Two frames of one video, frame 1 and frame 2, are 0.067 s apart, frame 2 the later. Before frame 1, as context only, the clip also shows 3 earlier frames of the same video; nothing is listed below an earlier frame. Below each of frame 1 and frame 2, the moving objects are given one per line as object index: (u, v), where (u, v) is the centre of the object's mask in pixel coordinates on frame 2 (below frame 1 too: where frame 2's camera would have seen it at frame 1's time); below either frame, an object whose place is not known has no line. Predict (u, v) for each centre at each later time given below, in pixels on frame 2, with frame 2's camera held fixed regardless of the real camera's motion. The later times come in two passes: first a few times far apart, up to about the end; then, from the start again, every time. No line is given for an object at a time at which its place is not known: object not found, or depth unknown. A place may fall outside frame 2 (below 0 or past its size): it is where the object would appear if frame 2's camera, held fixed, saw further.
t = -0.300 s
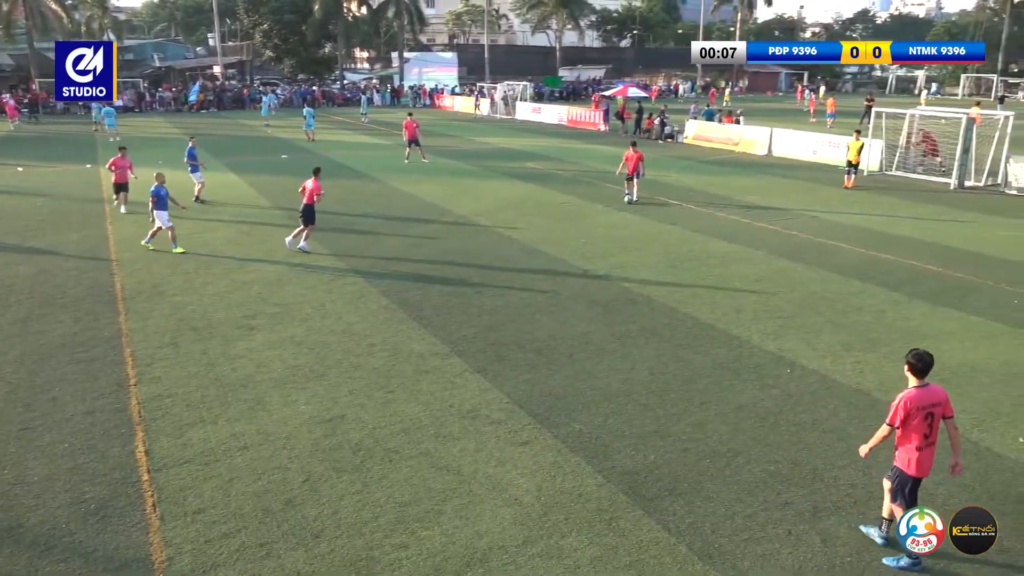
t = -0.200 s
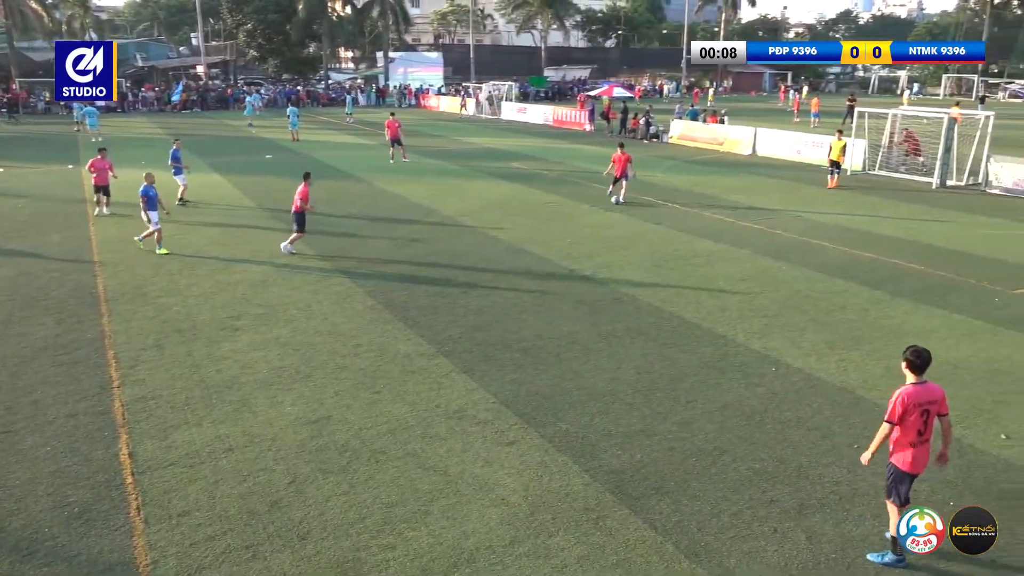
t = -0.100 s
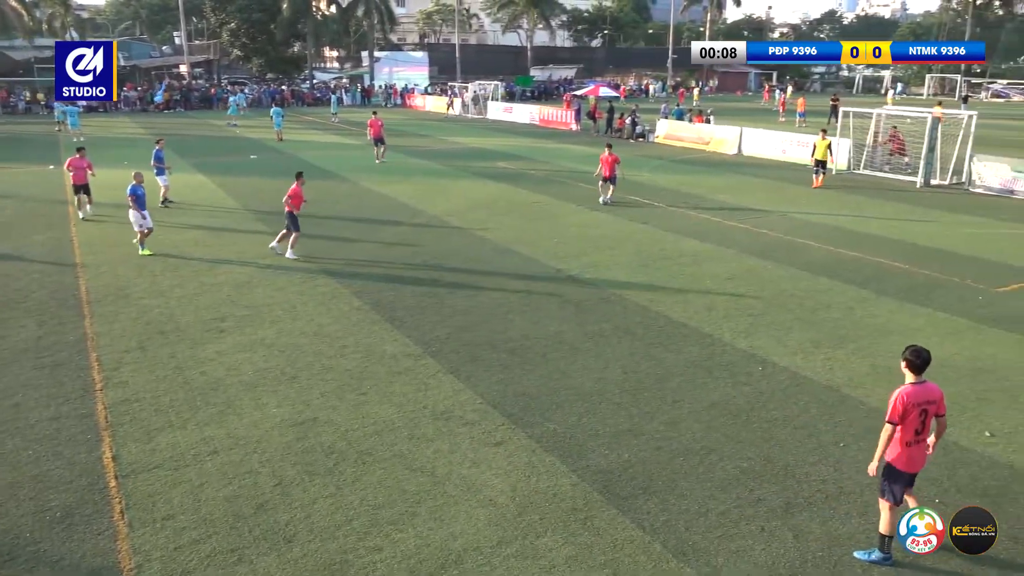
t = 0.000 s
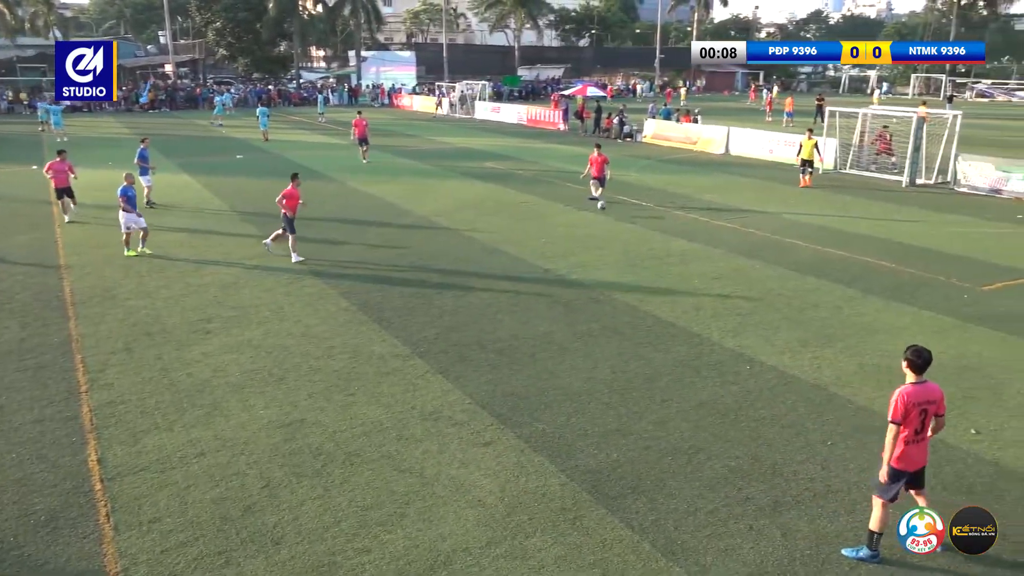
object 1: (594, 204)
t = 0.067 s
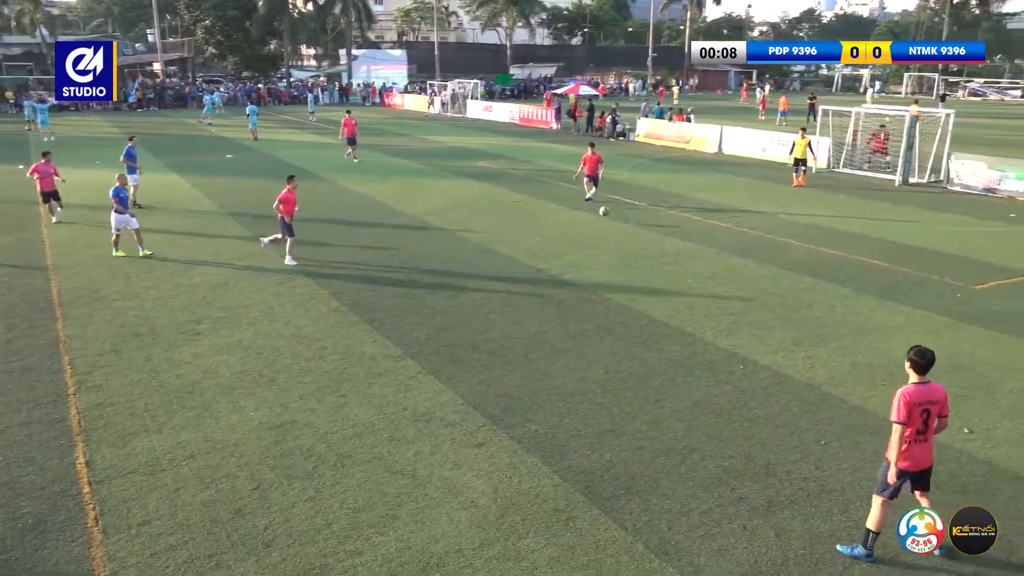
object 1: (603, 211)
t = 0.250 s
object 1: (635, 244)
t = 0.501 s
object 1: (691, 284)
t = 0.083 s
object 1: (606, 213)
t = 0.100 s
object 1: (608, 215)
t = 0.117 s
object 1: (610, 217)
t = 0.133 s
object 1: (613, 220)
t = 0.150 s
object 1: (616, 223)
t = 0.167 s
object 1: (619, 226)
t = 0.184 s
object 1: (622, 229)
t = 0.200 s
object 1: (625, 232)
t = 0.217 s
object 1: (628, 236)
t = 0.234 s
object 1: (632, 239)
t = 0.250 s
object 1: (635, 244)
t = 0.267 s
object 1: (639, 245)
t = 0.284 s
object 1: (642, 246)
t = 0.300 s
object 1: (645, 248)
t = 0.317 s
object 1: (648, 250)
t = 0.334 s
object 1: (652, 252)
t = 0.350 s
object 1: (656, 254)
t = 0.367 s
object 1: (659, 256)
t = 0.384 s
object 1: (663, 259)
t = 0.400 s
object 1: (667, 263)
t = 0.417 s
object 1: (671, 266)
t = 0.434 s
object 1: (675, 269)
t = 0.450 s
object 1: (679, 272)
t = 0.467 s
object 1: (683, 276)
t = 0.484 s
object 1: (687, 280)
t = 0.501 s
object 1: (691, 284)
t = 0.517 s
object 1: (696, 291)
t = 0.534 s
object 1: (702, 293)
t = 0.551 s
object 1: (704, 295)
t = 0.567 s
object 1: (708, 297)
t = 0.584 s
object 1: (714, 299)
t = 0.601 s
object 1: (717, 300)
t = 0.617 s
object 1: (723, 303)
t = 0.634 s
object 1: (727, 306)
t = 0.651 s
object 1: (731, 309)
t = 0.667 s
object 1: (736, 312)
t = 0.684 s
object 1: (742, 316)
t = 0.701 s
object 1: (745, 320)
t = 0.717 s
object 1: (752, 324)
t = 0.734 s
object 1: (757, 329)
